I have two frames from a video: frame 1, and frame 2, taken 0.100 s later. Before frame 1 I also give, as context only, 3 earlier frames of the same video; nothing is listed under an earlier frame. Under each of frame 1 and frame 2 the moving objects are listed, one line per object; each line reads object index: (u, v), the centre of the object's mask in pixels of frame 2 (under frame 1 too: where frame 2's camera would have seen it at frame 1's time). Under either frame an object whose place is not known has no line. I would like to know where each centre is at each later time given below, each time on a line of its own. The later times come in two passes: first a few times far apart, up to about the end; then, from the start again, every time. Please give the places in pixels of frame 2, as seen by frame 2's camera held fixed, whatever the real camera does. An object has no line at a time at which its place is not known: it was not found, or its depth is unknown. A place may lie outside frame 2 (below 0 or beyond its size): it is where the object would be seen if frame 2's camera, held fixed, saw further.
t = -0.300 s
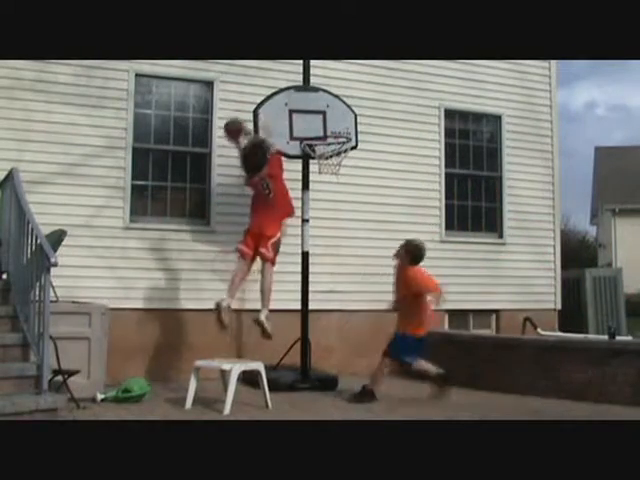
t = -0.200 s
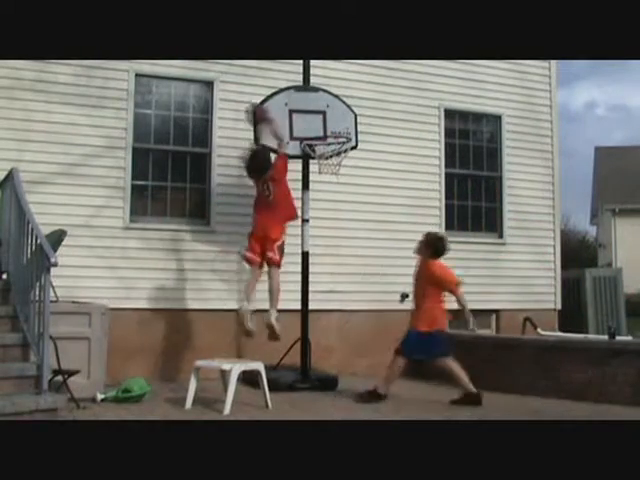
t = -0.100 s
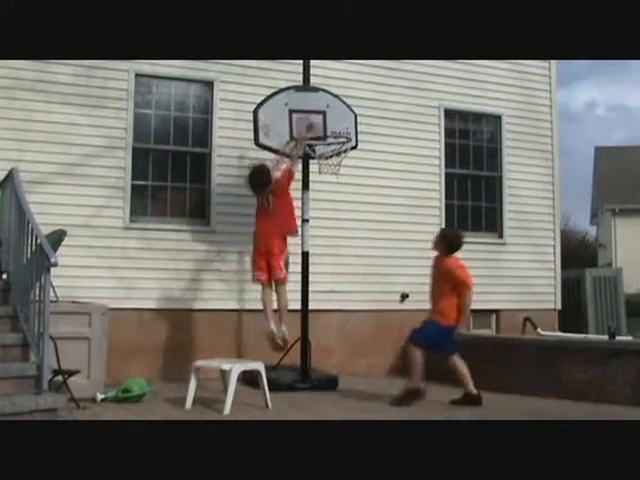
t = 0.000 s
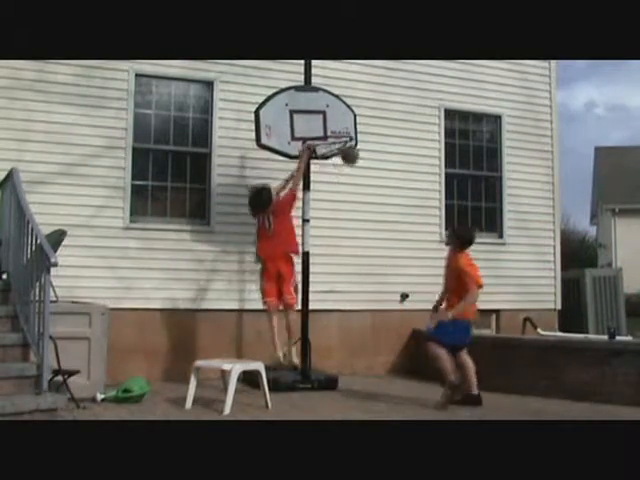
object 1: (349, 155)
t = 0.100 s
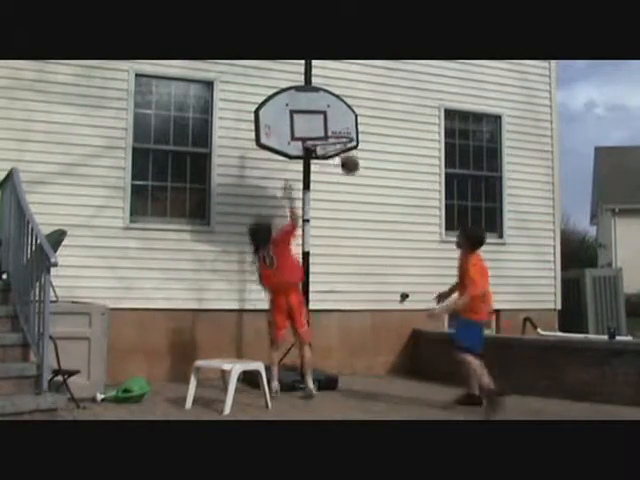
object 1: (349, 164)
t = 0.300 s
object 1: (354, 226)
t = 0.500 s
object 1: (358, 327)
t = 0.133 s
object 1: (350, 171)
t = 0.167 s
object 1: (351, 180)
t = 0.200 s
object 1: (352, 190)
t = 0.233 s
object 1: (353, 200)
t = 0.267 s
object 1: (353, 212)
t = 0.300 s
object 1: (354, 226)
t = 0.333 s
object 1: (354, 240)
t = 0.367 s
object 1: (355, 256)
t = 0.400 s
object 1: (356, 273)
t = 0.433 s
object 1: (356, 290)
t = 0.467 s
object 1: (357, 309)
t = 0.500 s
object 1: (358, 327)
